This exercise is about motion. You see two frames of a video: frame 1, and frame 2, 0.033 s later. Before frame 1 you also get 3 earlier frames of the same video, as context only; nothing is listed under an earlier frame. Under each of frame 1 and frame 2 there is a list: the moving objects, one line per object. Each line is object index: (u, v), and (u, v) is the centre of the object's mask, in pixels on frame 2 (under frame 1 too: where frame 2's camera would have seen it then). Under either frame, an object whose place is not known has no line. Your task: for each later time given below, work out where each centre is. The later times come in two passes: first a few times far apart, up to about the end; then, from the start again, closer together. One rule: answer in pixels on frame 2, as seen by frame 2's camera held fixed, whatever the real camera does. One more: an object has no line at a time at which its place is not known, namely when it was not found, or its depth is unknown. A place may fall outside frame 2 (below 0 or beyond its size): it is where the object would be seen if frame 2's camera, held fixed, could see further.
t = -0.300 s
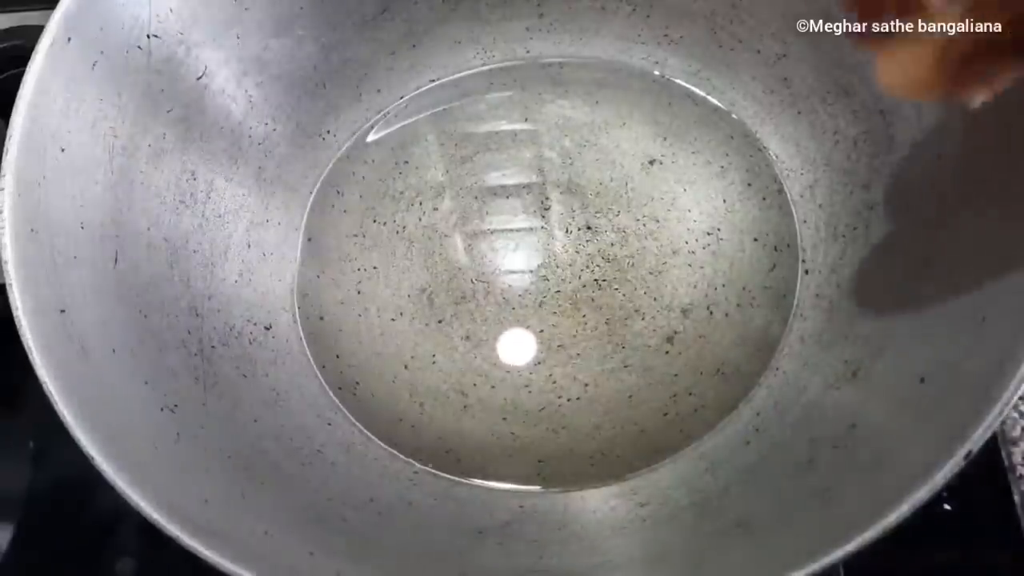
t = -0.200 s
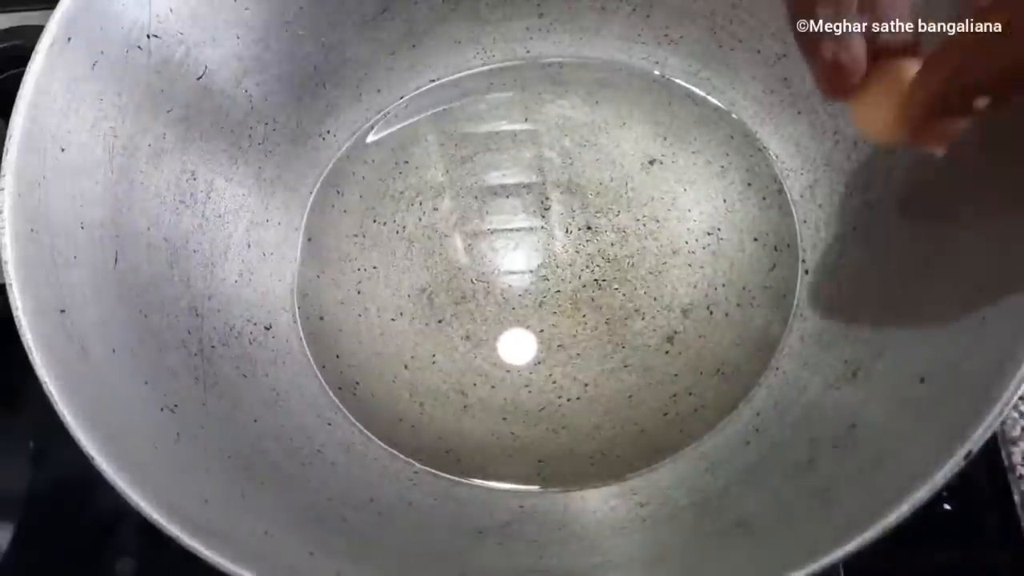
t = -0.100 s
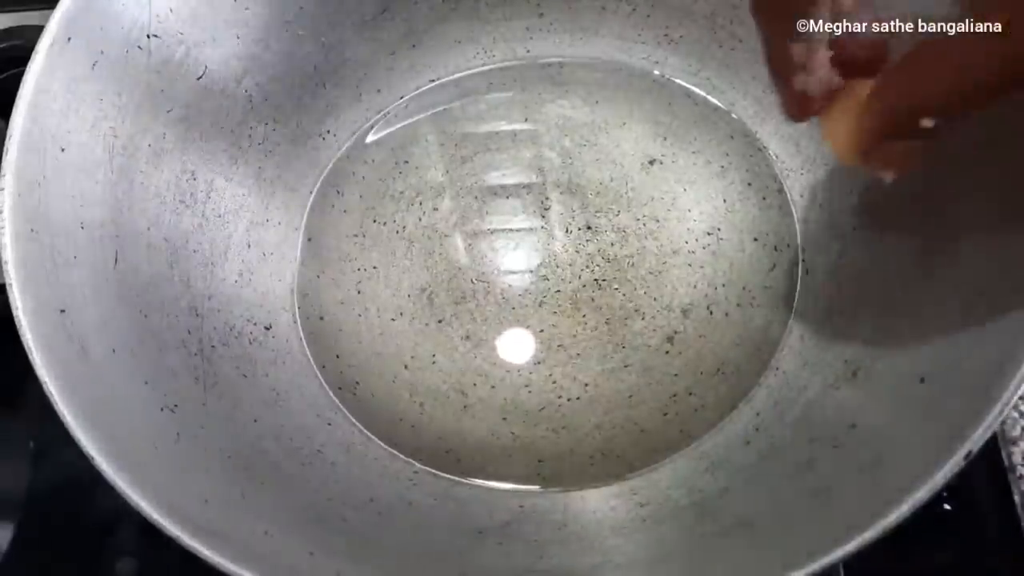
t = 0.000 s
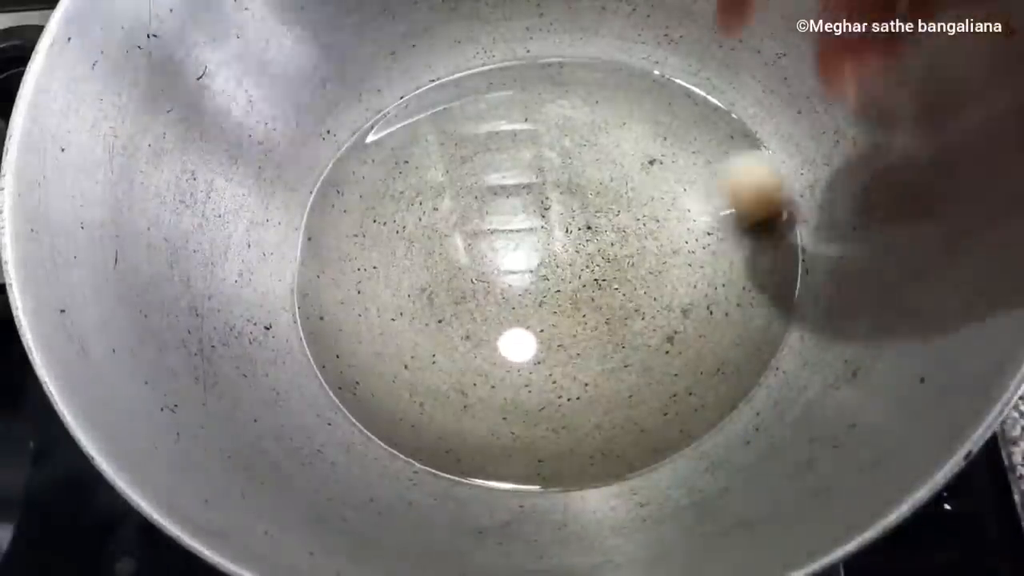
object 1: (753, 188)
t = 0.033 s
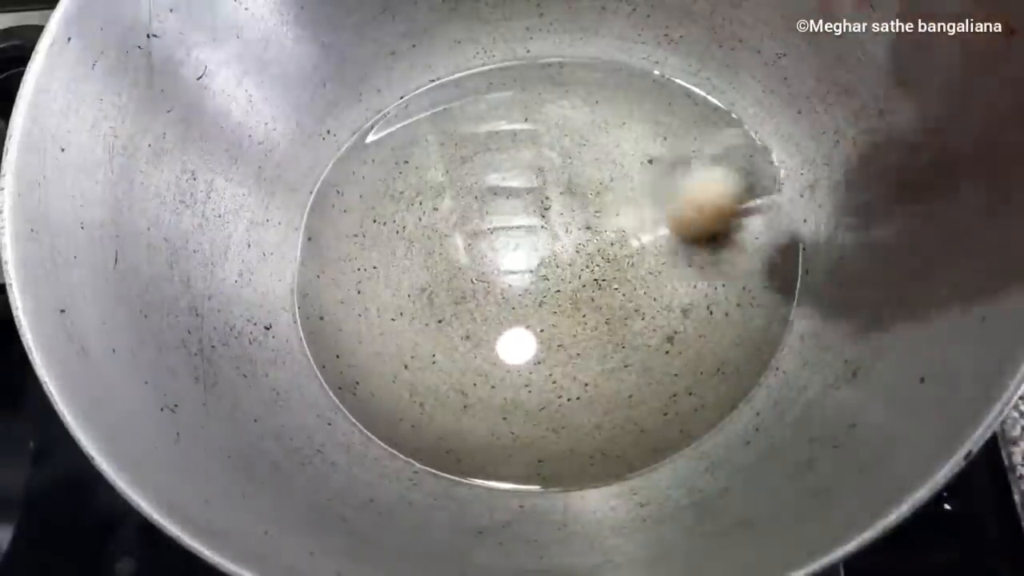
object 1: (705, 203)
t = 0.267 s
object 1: (561, 239)
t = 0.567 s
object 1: (535, 256)
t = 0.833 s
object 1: (547, 258)
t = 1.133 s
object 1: (549, 256)
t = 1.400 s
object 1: (558, 250)
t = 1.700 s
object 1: (557, 248)
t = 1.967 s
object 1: (555, 250)
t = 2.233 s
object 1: (558, 250)
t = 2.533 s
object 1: (557, 251)
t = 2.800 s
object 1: (556, 251)
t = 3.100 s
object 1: (557, 250)
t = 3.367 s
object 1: (557, 249)
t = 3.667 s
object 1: (557, 250)
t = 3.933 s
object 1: (557, 250)
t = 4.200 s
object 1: (556, 250)
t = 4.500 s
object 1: (557, 250)
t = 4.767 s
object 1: (558, 250)
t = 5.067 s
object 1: (558, 249)
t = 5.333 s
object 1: (558, 250)
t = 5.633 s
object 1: (557, 250)
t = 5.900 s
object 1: (556, 250)
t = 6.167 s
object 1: (557, 250)
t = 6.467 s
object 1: (557, 250)
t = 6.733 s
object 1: (556, 250)
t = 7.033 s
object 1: (557, 250)
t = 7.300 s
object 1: (556, 251)
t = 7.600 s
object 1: (555, 251)
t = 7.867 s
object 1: (557, 251)
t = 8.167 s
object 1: (557, 251)
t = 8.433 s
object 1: (557, 251)
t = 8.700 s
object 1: (556, 251)
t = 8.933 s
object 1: (556, 251)
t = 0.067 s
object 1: (659, 208)
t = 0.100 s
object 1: (633, 223)
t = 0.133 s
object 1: (611, 224)
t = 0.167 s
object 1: (595, 231)
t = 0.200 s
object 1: (582, 236)
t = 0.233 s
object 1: (569, 239)
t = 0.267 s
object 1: (561, 239)
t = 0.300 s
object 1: (552, 242)
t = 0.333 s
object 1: (542, 246)
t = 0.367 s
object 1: (537, 245)
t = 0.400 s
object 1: (534, 246)
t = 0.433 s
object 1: (531, 248)
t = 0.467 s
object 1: (531, 249)
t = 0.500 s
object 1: (531, 252)
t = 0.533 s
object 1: (533, 256)
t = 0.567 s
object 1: (535, 256)
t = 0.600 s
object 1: (538, 257)
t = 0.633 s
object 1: (546, 253)
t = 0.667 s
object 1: (547, 260)
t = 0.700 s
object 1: (549, 260)
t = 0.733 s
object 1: (548, 259)
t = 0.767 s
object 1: (549, 257)
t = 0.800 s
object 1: (549, 254)
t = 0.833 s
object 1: (547, 258)
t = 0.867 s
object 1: (547, 258)
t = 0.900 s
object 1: (548, 256)
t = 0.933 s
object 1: (547, 256)
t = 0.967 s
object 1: (549, 257)
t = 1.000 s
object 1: (549, 257)
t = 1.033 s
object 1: (549, 257)
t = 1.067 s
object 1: (549, 257)
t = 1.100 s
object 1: (547, 257)
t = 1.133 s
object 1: (549, 256)
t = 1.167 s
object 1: (549, 256)
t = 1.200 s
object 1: (551, 257)
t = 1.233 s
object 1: (553, 257)
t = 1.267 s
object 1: (552, 257)
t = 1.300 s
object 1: (553, 253)
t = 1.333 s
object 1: (556, 254)
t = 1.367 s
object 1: (558, 250)
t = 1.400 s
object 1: (558, 250)
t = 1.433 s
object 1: (557, 249)
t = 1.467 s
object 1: (556, 250)
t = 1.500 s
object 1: (557, 248)
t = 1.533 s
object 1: (557, 249)
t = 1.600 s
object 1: (557, 248)
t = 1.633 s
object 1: (557, 248)
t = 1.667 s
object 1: (557, 248)
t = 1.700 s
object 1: (557, 248)
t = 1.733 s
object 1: (555, 249)
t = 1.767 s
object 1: (554, 250)
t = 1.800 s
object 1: (556, 250)
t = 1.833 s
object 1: (554, 250)
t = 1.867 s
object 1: (554, 251)
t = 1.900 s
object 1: (554, 250)
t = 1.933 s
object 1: (555, 251)
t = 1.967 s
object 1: (555, 250)
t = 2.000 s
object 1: (557, 249)
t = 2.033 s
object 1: (557, 250)
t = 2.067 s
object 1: (557, 250)
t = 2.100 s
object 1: (558, 250)
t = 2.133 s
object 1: (559, 251)
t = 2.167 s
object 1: (560, 250)
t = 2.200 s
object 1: (561, 249)
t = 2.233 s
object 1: (558, 250)
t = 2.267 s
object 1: (558, 250)
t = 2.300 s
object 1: (558, 248)
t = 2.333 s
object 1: (558, 249)
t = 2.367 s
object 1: (557, 249)
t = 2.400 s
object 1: (558, 248)
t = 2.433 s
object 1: (556, 250)
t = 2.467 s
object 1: (556, 250)
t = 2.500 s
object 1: (556, 251)
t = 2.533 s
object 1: (557, 251)
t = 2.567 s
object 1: (556, 251)
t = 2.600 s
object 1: (556, 252)
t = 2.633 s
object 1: (555, 251)
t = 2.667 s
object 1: (555, 252)
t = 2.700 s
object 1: (556, 251)
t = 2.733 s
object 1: (555, 251)
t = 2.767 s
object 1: (555, 250)
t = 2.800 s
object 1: (556, 251)
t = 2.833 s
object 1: (557, 251)
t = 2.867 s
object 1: (557, 251)
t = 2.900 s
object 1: (559, 250)
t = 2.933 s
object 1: (559, 250)
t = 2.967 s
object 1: (560, 250)
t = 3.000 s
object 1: (557, 250)
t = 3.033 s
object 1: (558, 250)
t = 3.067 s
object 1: (558, 250)
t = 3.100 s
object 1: (557, 250)
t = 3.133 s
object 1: (557, 250)
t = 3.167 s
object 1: (556, 250)
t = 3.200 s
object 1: (555, 250)
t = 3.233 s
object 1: (557, 249)
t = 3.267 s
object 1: (557, 249)
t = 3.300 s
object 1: (557, 249)
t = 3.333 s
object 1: (557, 250)
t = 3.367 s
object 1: (557, 249)
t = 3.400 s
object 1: (556, 250)
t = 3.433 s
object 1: (557, 250)
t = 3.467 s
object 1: (556, 251)
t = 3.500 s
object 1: (556, 251)
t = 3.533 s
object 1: (556, 251)
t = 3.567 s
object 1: (556, 251)
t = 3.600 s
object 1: (556, 250)
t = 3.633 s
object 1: (557, 250)
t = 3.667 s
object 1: (557, 250)
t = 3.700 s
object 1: (557, 251)
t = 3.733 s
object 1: (557, 251)
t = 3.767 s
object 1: (557, 251)
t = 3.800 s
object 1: (557, 252)
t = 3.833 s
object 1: (558, 251)
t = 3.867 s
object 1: (557, 251)
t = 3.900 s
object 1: (557, 250)
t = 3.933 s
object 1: (557, 250)
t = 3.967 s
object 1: (557, 251)
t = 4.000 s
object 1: (557, 250)
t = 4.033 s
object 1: (557, 250)
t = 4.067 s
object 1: (557, 251)
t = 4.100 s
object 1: (557, 250)
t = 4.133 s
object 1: (558, 250)
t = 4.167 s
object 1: (556, 251)
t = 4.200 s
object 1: (556, 250)
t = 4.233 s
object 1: (557, 250)
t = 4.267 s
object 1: (558, 250)
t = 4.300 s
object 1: (557, 251)
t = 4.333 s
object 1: (557, 250)
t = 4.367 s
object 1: (556, 250)
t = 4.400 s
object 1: (557, 250)
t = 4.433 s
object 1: (557, 251)
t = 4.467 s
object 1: (557, 251)
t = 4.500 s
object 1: (557, 250)
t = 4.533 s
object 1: (557, 251)
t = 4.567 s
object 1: (557, 251)
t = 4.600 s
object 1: (557, 251)
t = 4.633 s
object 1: (557, 251)
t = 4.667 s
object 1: (557, 251)
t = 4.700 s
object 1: (557, 251)
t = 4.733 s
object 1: (557, 251)
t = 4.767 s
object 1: (558, 250)
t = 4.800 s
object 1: (558, 250)
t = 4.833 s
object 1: (557, 251)
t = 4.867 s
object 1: (557, 250)
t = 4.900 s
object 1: (558, 249)
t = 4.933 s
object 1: (558, 250)
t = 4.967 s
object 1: (558, 249)
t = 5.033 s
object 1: (557, 250)
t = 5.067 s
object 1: (558, 249)
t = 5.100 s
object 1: (557, 250)
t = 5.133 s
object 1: (557, 250)
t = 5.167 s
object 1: (558, 249)
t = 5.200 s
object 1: (557, 250)
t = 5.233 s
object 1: (557, 250)
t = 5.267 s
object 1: (558, 250)
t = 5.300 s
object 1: (556, 251)
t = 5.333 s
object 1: (558, 250)
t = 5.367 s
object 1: (557, 251)
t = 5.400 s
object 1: (557, 250)
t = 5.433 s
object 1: (557, 250)
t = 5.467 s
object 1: (558, 250)
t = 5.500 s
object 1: (557, 250)
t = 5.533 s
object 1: (557, 250)
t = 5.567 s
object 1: (558, 250)
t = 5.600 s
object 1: (557, 250)
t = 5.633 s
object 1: (557, 250)
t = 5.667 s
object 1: (558, 250)
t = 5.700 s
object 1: (557, 251)
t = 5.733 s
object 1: (557, 251)
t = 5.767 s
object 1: (557, 251)
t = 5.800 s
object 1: (558, 250)
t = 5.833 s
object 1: (557, 250)
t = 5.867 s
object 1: (556, 250)
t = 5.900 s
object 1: (556, 250)
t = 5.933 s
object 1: (556, 249)
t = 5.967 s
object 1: (556, 250)
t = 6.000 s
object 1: (557, 250)
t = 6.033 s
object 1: (557, 250)
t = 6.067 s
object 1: (556, 250)
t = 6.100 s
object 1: (556, 250)
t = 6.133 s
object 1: (556, 251)
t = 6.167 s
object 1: (557, 250)
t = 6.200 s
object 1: (557, 250)
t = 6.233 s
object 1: (556, 250)
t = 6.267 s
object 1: (557, 250)
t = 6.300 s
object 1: (557, 250)
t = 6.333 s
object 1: (557, 250)
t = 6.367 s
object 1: (557, 250)
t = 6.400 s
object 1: (557, 250)
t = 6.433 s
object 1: (557, 250)
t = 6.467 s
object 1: (557, 250)
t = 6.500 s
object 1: (557, 250)
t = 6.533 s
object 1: (557, 250)
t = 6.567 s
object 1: (557, 250)
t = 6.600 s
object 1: (557, 250)
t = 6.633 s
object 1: (557, 250)
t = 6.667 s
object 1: (557, 250)
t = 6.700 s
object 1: (557, 250)
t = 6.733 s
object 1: (556, 250)
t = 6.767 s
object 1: (556, 250)
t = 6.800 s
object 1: (557, 250)
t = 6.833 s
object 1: (557, 250)
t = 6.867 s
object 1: (557, 250)
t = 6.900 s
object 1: (557, 250)
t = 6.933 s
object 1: (556, 250)
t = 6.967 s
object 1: (557, 250)
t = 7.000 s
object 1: (557, 249)
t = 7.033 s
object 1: (557, 250)
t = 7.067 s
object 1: (557, 250)
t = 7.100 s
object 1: (557, 251)
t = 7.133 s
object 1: (558, 250)
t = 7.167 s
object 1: (558, 251)
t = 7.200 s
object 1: (558, 251)
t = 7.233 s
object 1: (557, 250)
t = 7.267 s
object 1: (555, 252)
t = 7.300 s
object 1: (556, 251)
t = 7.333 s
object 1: (556, 251)
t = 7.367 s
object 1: (557, 251)
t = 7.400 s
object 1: (557, 252)
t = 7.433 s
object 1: (557, 250)
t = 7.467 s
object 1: (556, 251)
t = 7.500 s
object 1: (557, 251)
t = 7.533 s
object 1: (557, 251)
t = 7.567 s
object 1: (555, 251)
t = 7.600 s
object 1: (555, 251)
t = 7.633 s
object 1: (556, 251)
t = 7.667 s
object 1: (557, 250)
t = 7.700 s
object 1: (557, 251)
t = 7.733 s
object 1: (557, 250)
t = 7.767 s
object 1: (557, 250)
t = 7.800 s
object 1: (557, 251)
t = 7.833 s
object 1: (557, 250)
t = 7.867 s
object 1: (557, 251)
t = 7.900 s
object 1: (557, 251)
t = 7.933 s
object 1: (557, 251)
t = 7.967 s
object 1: (557, 250)
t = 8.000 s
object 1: (557, 250)
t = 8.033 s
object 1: (557, 250)
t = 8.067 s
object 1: (557, 250)
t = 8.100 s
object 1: (557, 251)
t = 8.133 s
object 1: (557, 251)
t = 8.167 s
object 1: (557, 251)
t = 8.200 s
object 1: (557, 250)
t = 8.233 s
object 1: (557, 251)
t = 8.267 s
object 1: (557, 251)
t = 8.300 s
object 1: (557, 251)
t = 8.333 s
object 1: (557, 250)
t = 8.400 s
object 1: (557, 251)
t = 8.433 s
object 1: (557, 251)
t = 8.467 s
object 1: (557, 251)
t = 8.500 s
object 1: (557, 251)
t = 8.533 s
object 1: (556, 251)
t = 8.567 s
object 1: (556, 250)
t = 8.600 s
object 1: (557, 251)
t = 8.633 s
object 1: (557, 251)
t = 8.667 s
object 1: (556, 251)
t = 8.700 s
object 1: (556, 251)
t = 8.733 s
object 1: (557, 251)
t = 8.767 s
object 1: (557, 251)
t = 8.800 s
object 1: (555, 251)
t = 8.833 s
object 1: (556, 251)
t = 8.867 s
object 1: (556, 251)
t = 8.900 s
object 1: (555, 250)
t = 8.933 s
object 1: (556, 251)
